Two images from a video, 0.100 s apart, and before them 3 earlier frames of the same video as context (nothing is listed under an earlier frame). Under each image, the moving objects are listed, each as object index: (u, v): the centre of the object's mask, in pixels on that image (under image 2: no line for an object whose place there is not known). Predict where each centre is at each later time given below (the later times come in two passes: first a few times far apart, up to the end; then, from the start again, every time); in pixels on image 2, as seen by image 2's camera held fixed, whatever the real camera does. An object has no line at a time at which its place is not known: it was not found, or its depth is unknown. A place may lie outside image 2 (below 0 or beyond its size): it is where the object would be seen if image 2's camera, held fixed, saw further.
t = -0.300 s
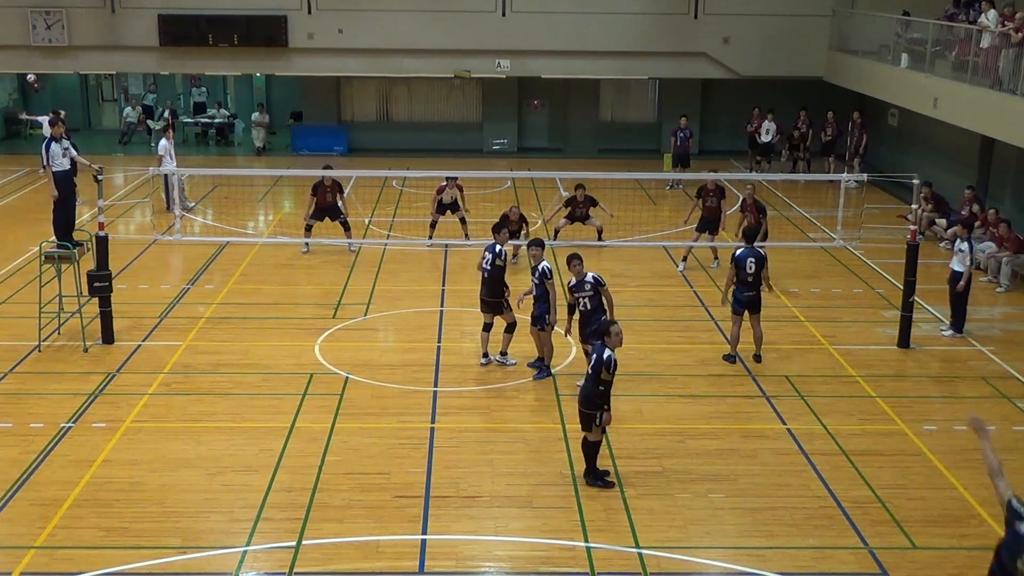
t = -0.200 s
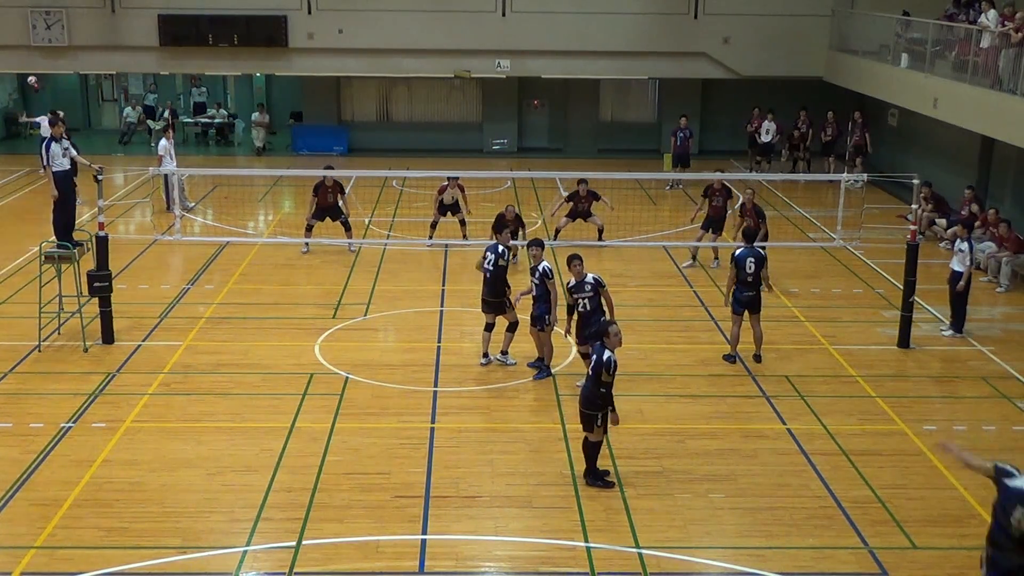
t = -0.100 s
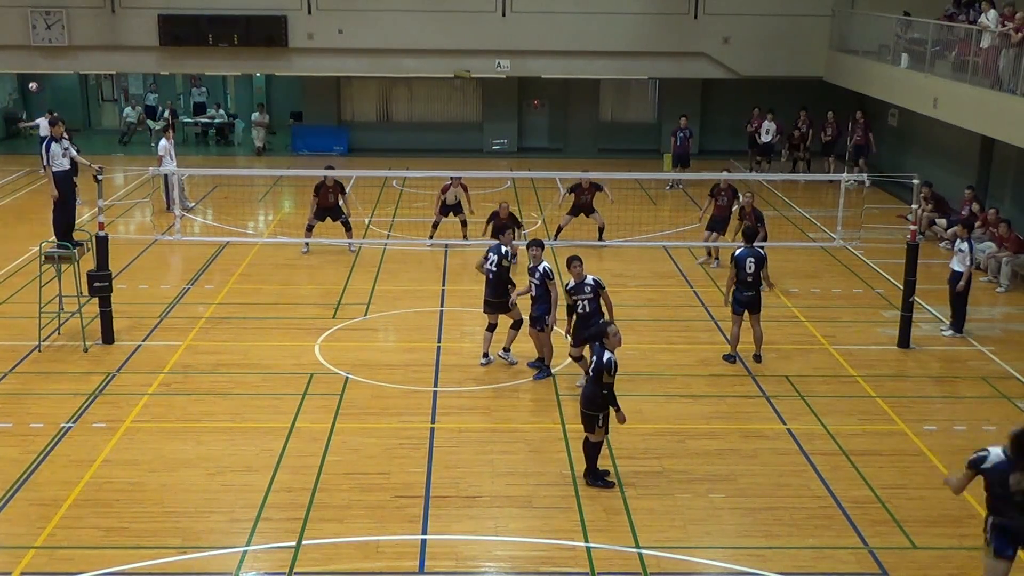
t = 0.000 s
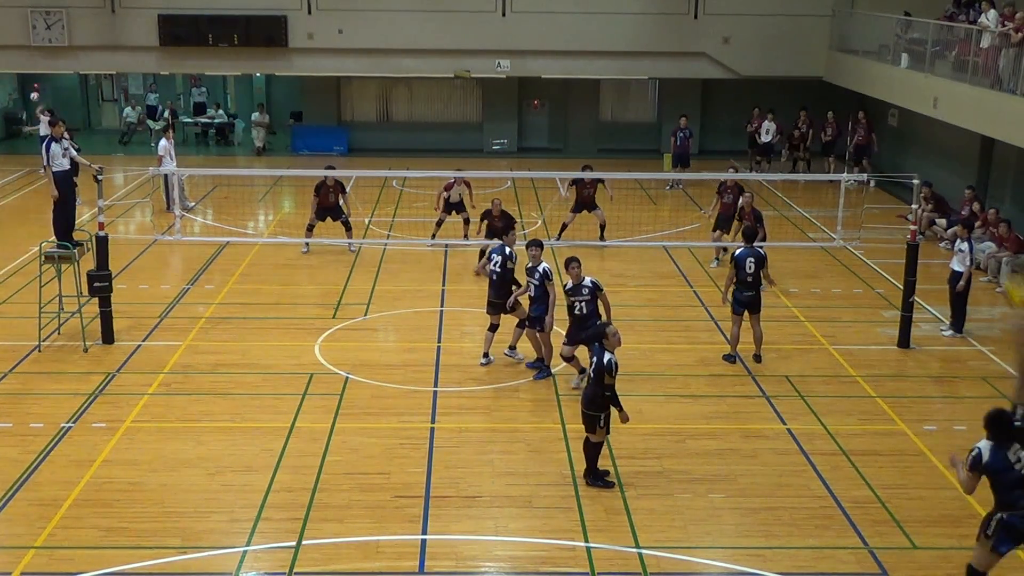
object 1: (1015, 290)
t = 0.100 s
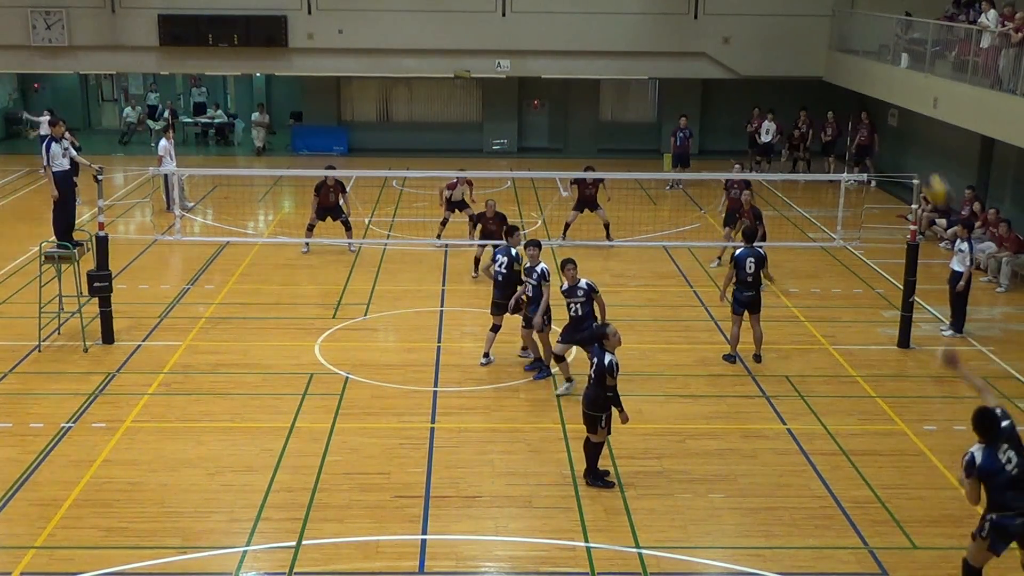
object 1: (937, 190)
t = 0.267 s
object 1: (855, 108)
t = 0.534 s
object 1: (787, 81)
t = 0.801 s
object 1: (746, 111)
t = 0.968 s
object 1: (728, 143)
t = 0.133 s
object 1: (914, 165)
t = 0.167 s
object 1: (899, 146)
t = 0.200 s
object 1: (882, 129)
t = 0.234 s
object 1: (868, 118)
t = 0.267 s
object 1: (855, 108)
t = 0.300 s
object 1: (844, 99)
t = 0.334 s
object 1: (833, 92)
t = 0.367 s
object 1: (824, 86)
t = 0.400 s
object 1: (815, 83)
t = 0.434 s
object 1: (808, 81)
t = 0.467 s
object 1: (800, 80)
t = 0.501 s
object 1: (794, 80)
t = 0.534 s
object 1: (787, 81)
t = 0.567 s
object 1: (781, 82)
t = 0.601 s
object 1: (775, 85)
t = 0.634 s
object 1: (769, 88)
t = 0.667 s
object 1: (764, 92)
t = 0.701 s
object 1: (760, 95)
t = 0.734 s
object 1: (755, 100)
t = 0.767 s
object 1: (750, 105)
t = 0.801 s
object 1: (746, 111)
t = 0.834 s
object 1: (742, 118)
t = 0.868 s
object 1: (739, 124)
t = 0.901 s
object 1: (735, 130)
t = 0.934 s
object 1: (732, 136)
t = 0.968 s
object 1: (728, 143)
